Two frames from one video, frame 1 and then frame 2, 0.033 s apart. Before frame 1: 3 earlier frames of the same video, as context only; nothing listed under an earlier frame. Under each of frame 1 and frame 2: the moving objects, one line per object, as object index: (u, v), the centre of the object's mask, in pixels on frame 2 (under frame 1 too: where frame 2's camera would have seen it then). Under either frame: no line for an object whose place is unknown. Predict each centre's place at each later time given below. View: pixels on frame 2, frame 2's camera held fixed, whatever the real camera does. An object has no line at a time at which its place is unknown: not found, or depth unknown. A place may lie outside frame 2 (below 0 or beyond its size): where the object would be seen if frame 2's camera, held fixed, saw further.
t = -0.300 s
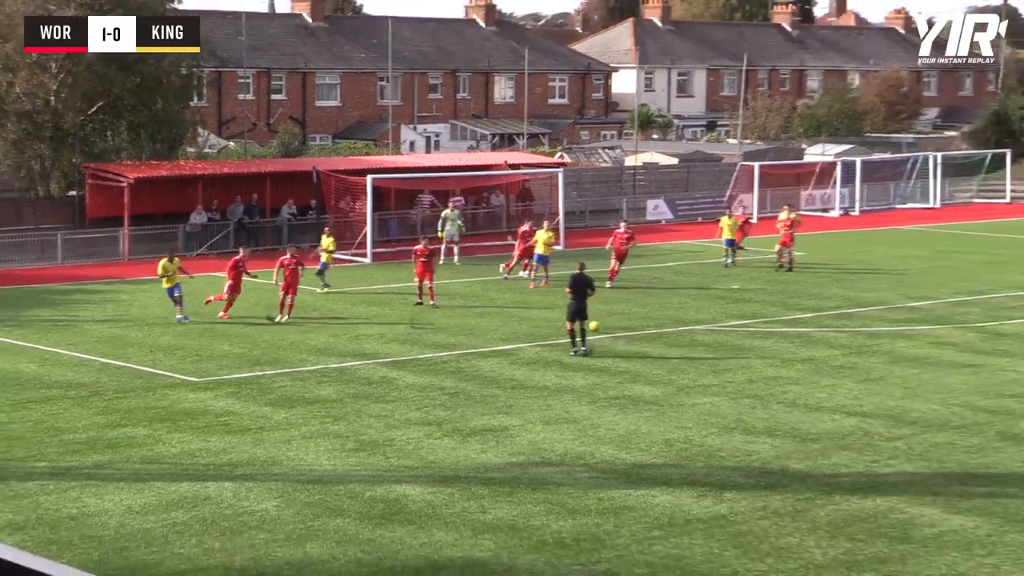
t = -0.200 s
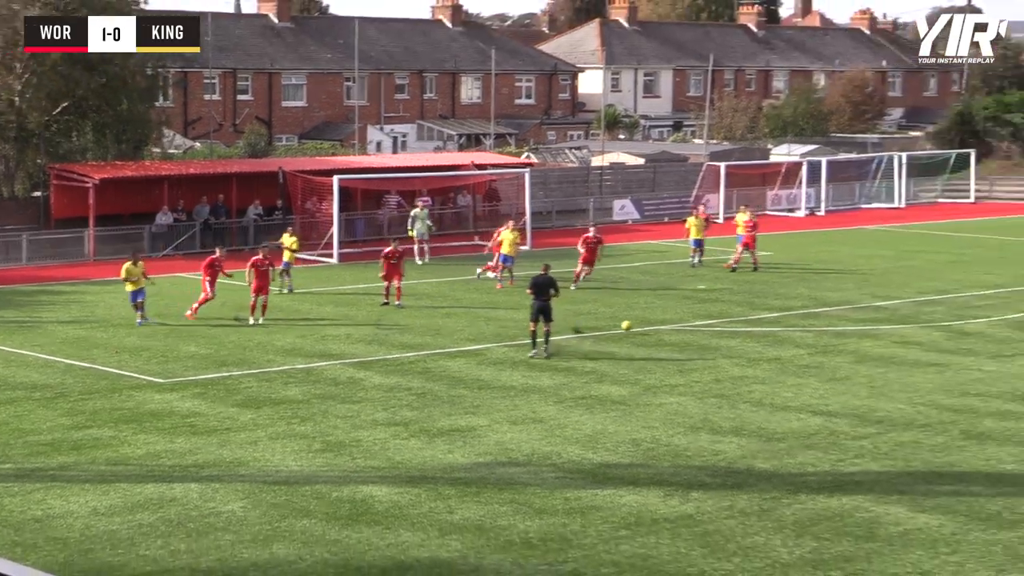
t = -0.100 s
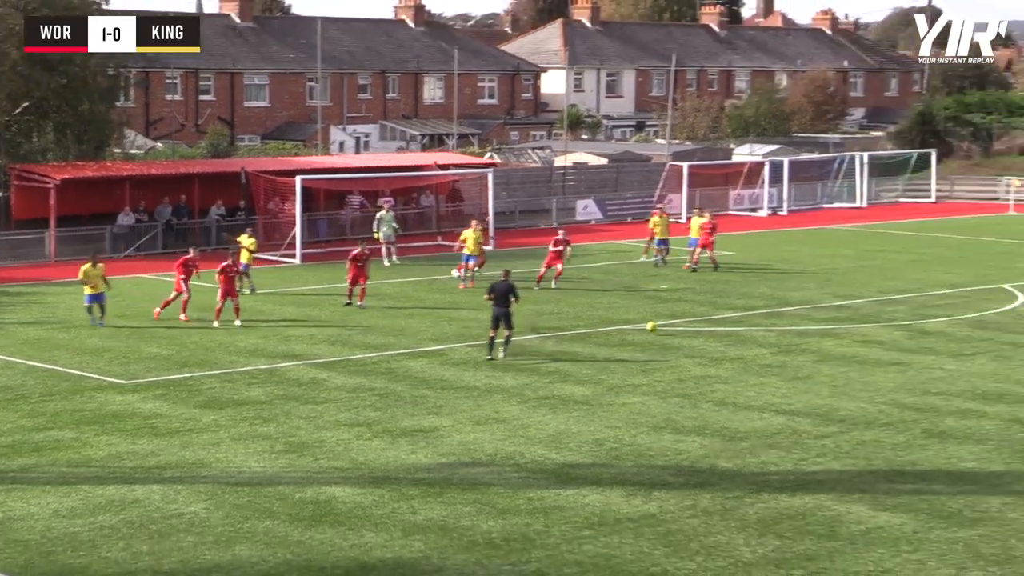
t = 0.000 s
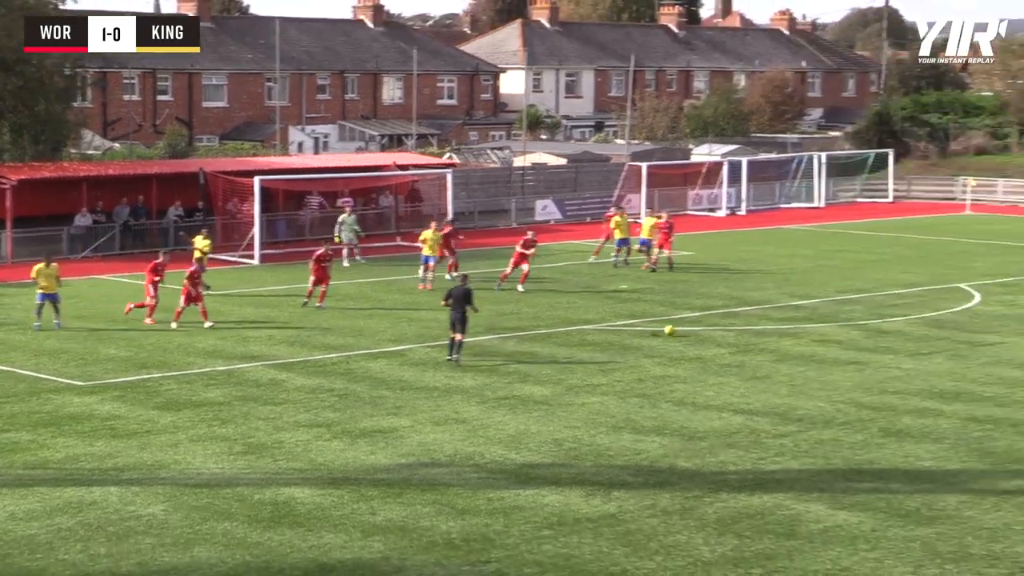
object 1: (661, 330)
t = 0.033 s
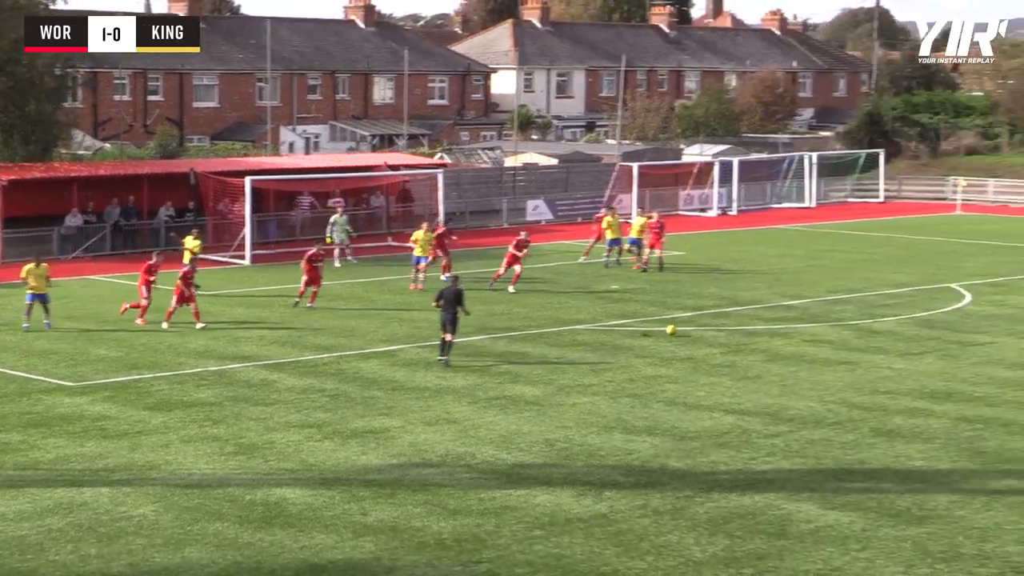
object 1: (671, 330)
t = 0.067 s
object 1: (688, 331)
